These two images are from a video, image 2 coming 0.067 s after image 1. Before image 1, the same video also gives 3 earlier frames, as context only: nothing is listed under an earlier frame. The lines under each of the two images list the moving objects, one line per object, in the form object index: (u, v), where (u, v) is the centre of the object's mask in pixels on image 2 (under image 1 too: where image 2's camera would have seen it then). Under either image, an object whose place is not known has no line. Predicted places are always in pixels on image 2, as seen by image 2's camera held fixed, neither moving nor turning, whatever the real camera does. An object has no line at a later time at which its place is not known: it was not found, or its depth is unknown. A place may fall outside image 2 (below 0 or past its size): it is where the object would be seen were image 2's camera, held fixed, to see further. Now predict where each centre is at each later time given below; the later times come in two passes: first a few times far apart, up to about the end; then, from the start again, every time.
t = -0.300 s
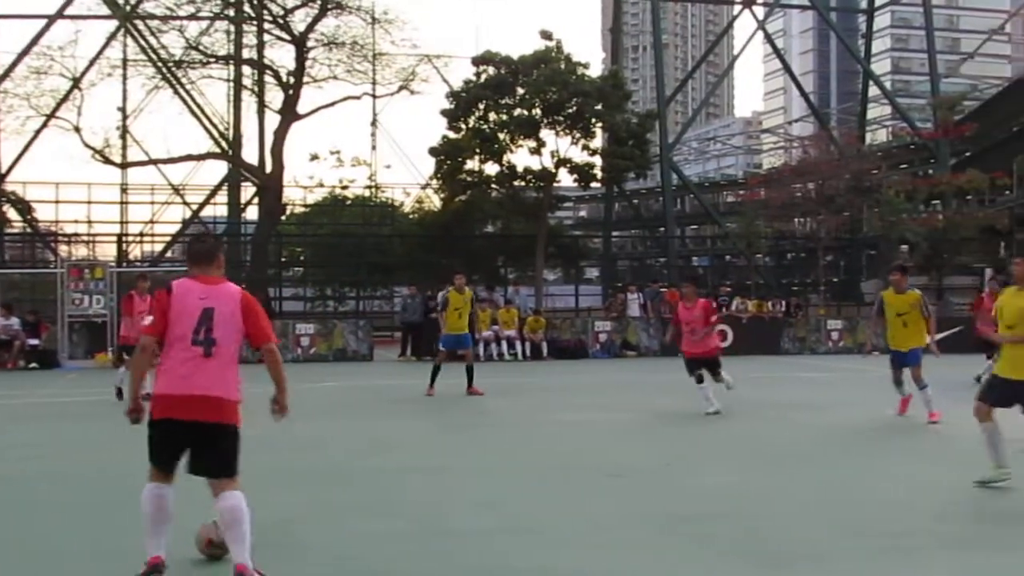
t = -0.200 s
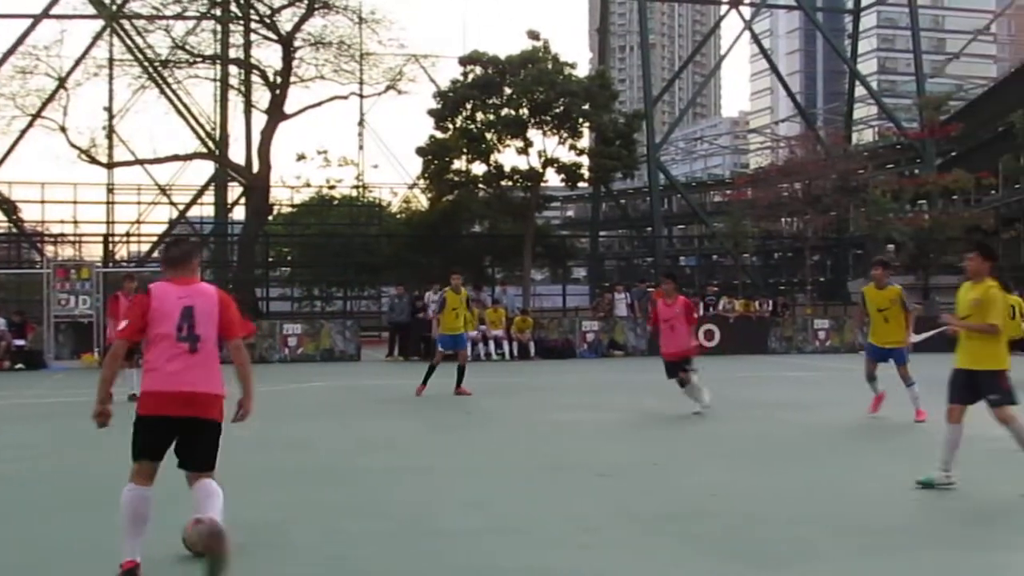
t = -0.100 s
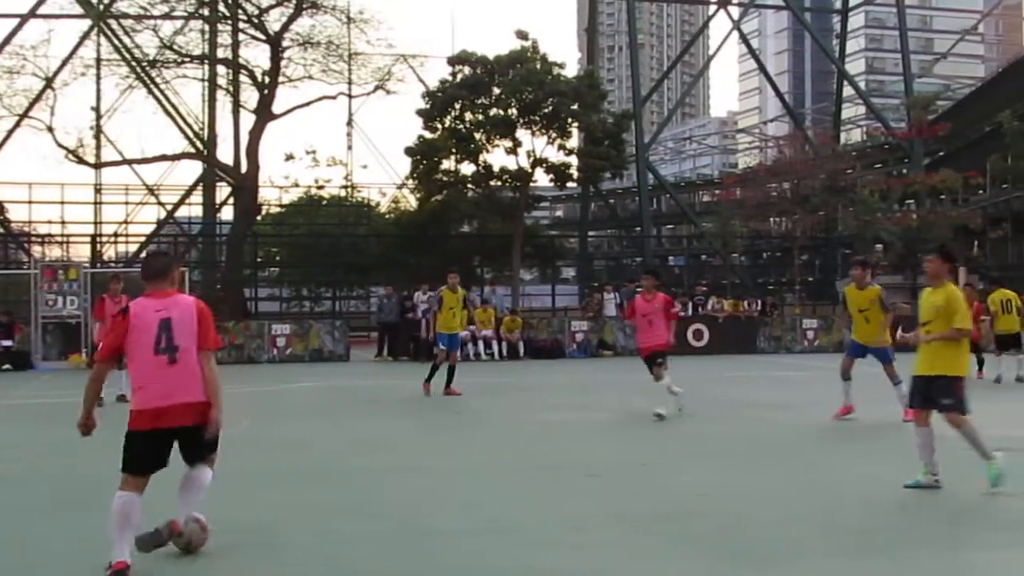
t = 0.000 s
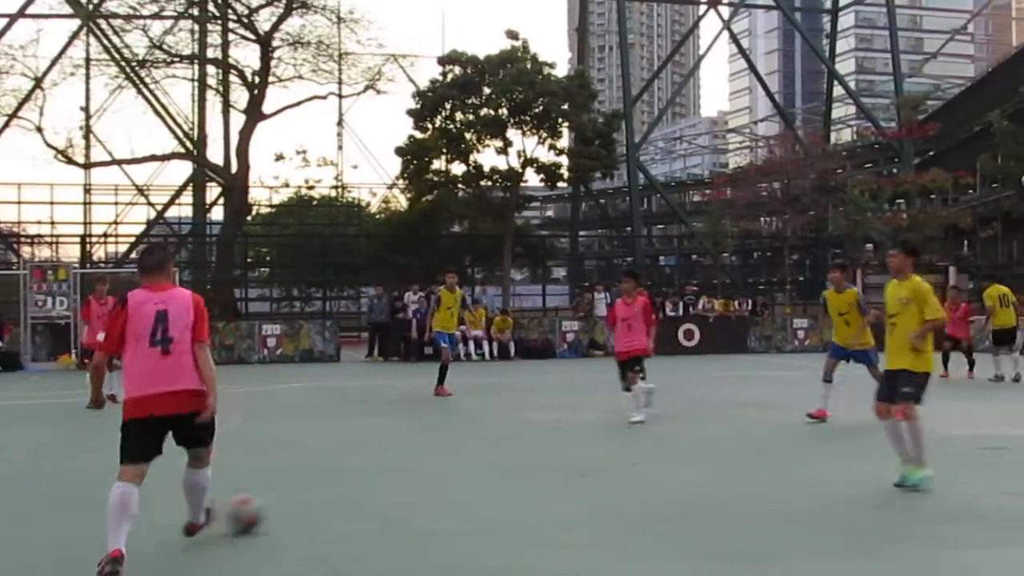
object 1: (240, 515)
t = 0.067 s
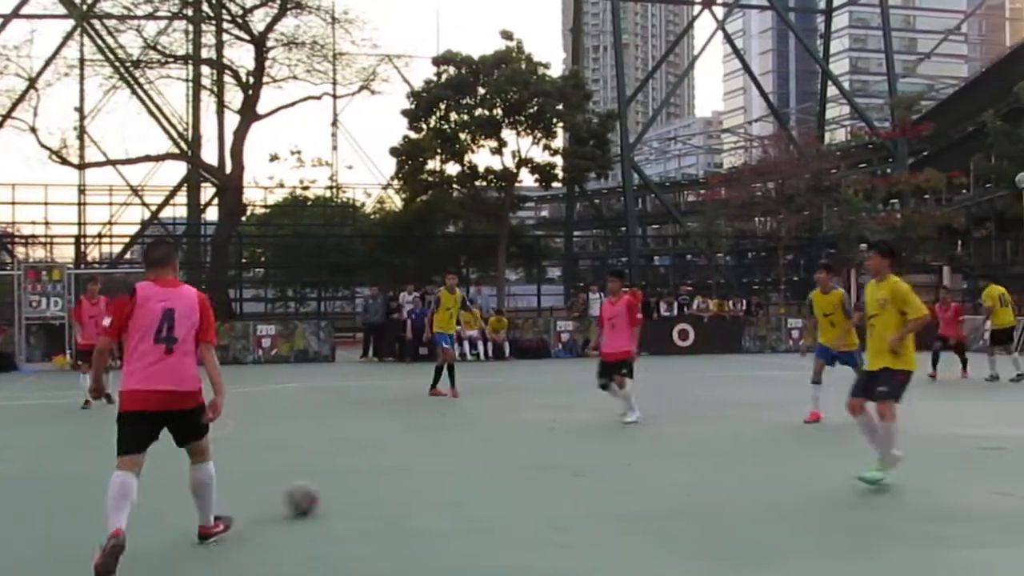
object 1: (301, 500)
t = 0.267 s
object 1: (429, 466)
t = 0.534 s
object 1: (523, 440)
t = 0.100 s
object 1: (327, 494)
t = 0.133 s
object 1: (352, 488)
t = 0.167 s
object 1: (374, 480)
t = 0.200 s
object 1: (394, 475)
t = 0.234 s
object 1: (412, 470)
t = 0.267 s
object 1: (429, 466)
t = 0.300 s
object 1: (444, 462)
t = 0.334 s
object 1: (458, 458)
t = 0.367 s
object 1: (471, 455)
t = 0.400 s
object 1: (484, 452)
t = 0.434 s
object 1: (495, 449)
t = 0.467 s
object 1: (504, 447)
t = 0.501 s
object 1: (514, 444)
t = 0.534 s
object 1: (523, 440)
